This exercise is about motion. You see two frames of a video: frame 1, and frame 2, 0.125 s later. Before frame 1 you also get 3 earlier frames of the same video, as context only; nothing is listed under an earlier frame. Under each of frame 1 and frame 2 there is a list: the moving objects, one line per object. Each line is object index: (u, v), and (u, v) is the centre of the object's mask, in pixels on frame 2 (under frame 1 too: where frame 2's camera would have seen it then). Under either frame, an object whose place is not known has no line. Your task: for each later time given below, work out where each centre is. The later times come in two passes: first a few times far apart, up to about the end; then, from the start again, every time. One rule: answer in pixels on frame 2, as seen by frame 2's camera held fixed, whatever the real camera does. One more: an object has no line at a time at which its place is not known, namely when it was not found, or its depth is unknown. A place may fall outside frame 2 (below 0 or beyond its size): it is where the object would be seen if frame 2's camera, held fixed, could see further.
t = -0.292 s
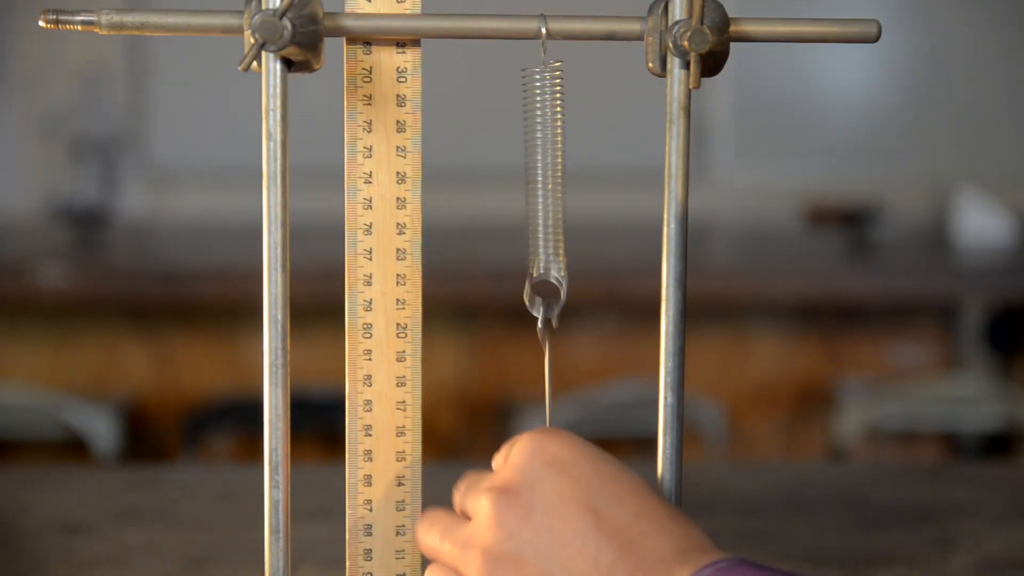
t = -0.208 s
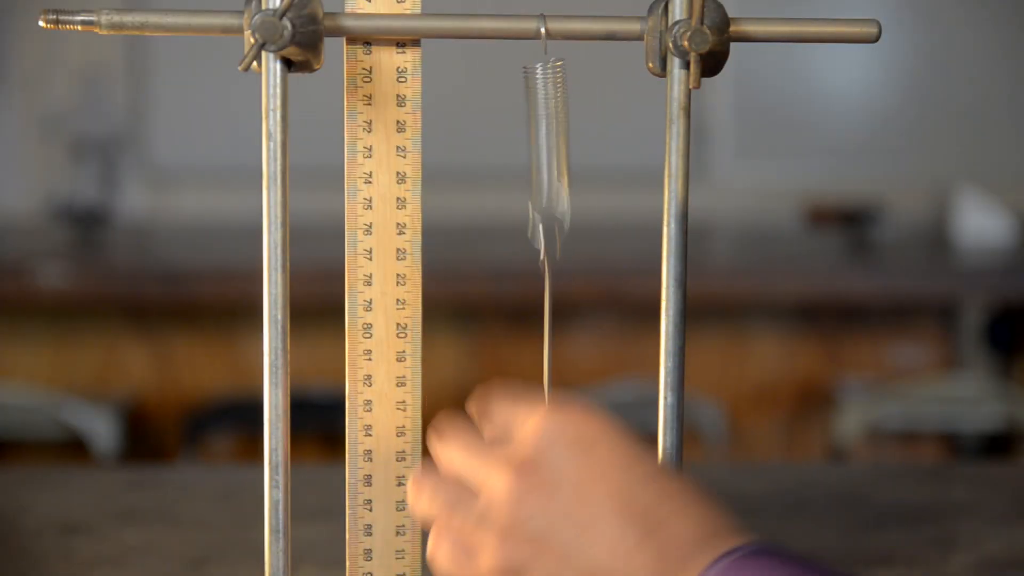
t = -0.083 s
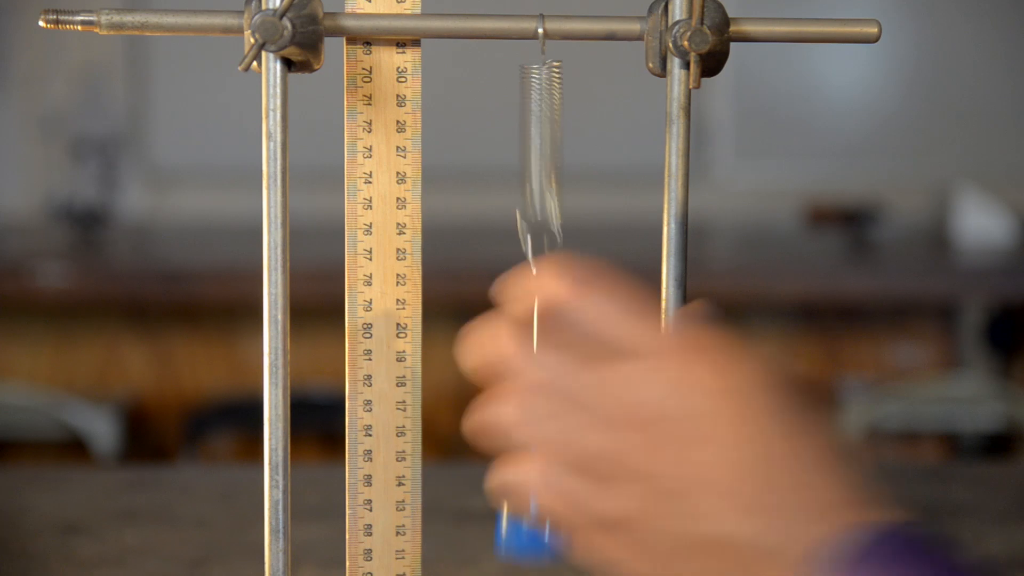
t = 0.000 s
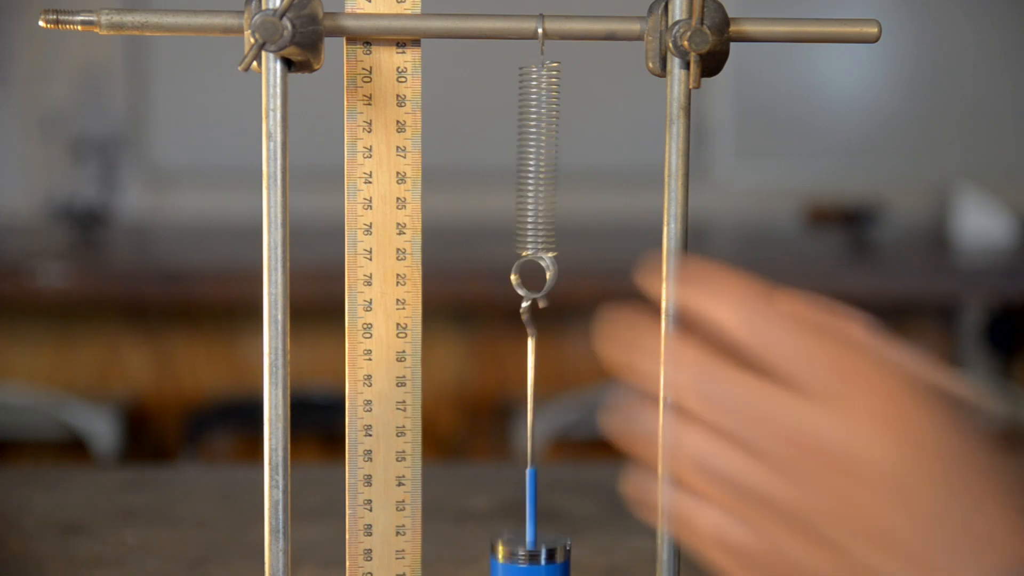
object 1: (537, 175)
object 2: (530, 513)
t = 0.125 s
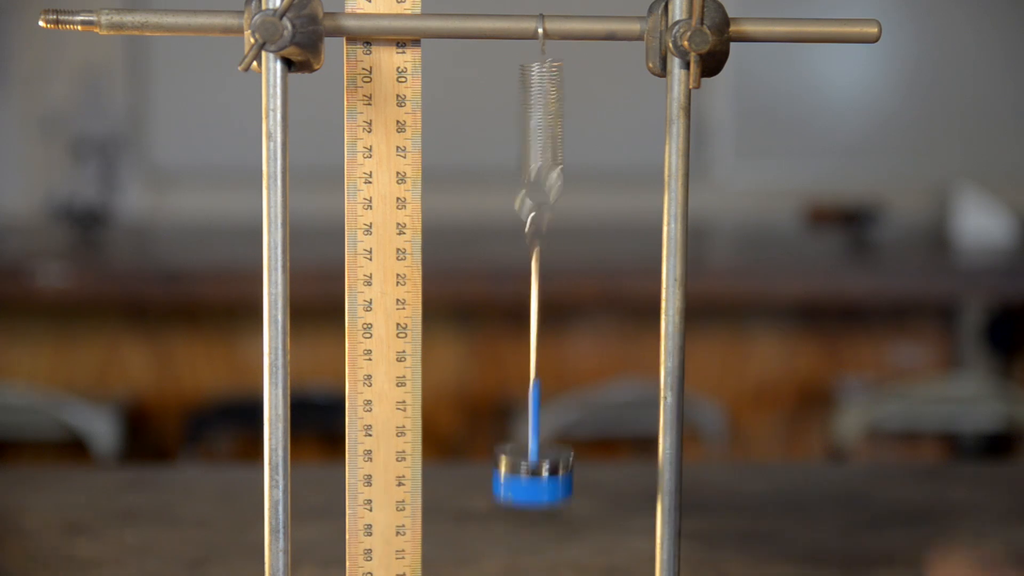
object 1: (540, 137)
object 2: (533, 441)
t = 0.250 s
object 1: (537, 170)
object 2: (539, 502)
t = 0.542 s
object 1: (548, 166)
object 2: (552, 496)
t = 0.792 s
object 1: (545, 141)
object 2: (536, 439)
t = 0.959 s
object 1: (538, 172)
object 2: (530, 498)
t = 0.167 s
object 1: (547, 115)
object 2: (535, 441)
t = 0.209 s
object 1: (543, 151)
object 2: (537, 475)
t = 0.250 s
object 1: (537, 170)
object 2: (539, 502)
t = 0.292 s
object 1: (545, 175)
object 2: (542, 515)
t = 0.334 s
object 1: (540, 171)
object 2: (545, 508)
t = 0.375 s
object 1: (546, 164)
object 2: (547, 478)
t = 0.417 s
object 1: (545, 142)
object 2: (548, 446)
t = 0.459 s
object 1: (539, 118)
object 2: (549, 439)
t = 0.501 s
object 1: (542, 124)
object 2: (550, 458)
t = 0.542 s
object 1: (548, 166)
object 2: (552, 496)
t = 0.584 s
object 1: (541, 175)
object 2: (550, 509)
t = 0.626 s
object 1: (546, 179)
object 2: (549, 506)
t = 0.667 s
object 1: (541, 169)
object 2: (546, 491)
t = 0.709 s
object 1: (540, 151)
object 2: (543, 459)
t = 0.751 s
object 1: (548, 130)
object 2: (540, 435)
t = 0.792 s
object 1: (545, 141)
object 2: (536, 439)
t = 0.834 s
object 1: (536, 160)
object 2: (533, 486)
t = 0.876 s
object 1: (539, 171)
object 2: (530, 505)
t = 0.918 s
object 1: (537, 176)
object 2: (528, 496)
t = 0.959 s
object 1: (538, 172)
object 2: (530, 498)
